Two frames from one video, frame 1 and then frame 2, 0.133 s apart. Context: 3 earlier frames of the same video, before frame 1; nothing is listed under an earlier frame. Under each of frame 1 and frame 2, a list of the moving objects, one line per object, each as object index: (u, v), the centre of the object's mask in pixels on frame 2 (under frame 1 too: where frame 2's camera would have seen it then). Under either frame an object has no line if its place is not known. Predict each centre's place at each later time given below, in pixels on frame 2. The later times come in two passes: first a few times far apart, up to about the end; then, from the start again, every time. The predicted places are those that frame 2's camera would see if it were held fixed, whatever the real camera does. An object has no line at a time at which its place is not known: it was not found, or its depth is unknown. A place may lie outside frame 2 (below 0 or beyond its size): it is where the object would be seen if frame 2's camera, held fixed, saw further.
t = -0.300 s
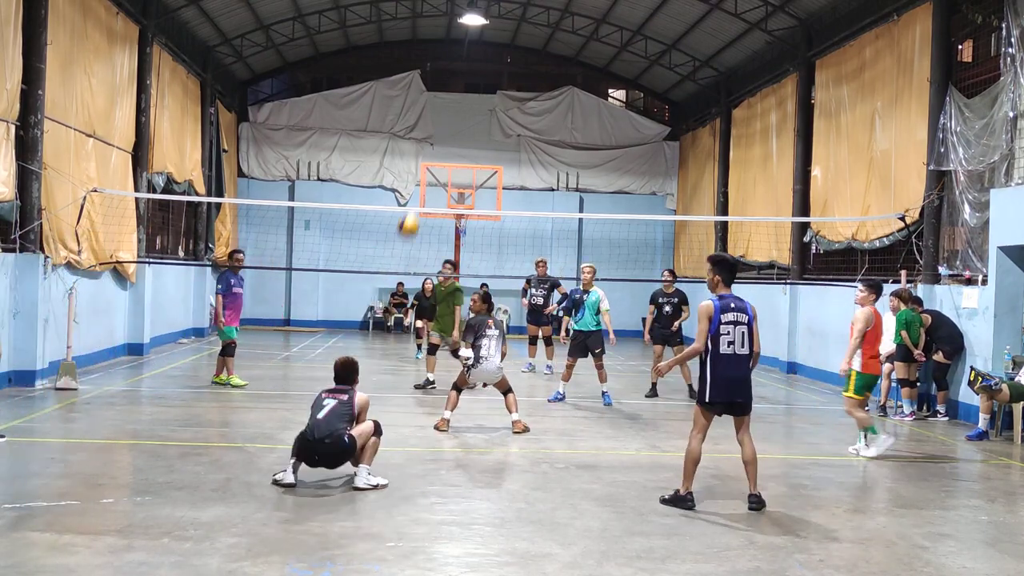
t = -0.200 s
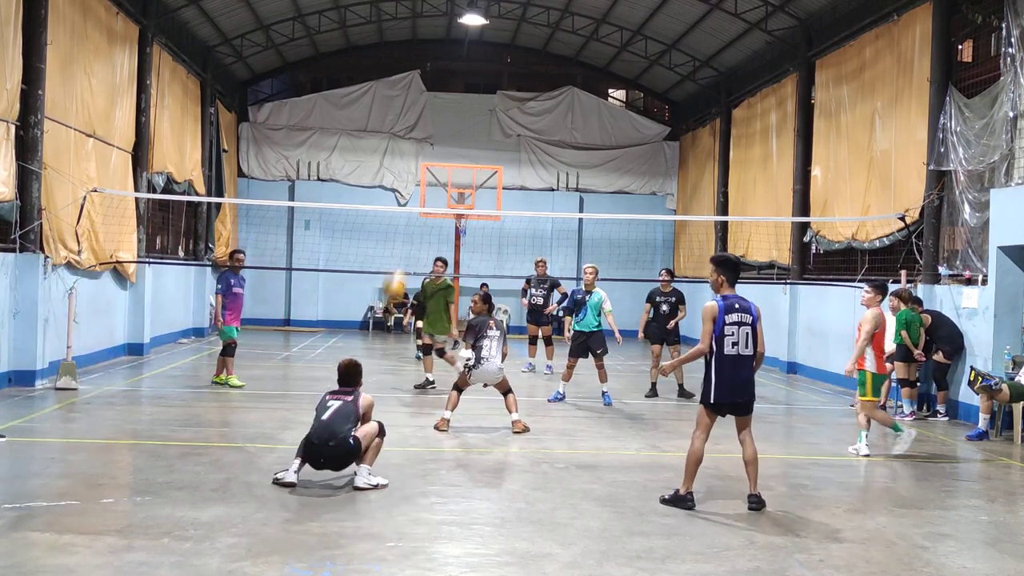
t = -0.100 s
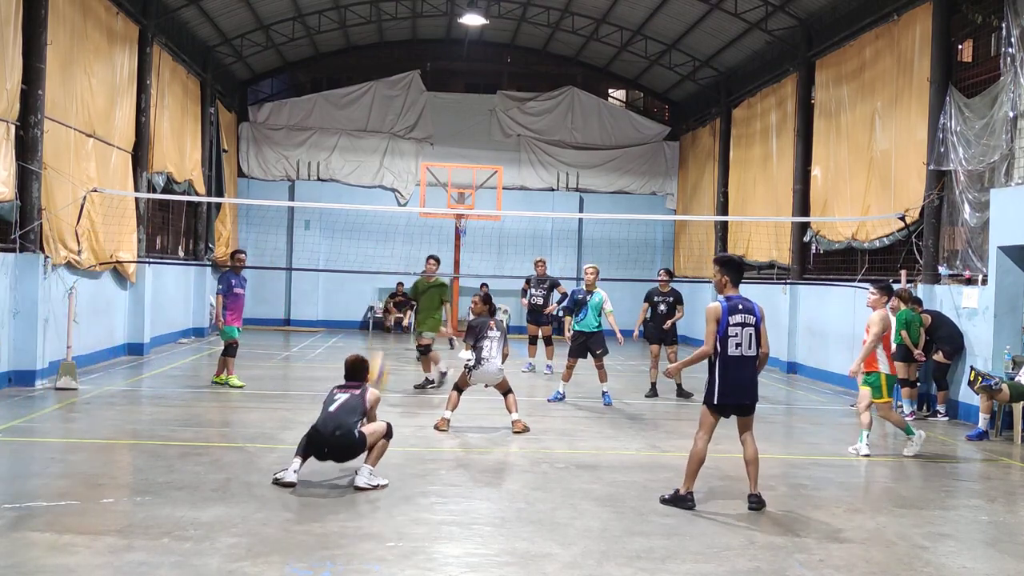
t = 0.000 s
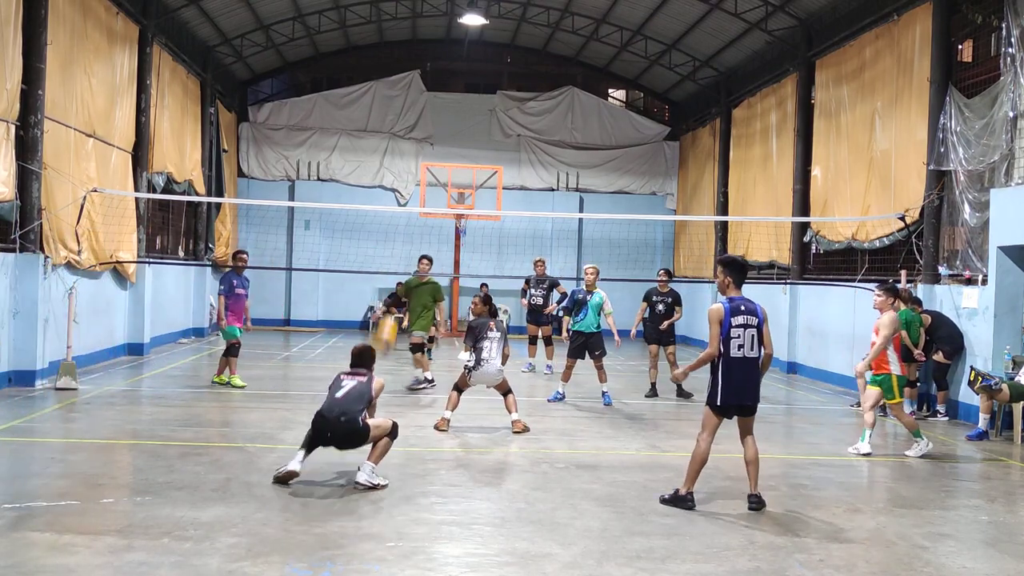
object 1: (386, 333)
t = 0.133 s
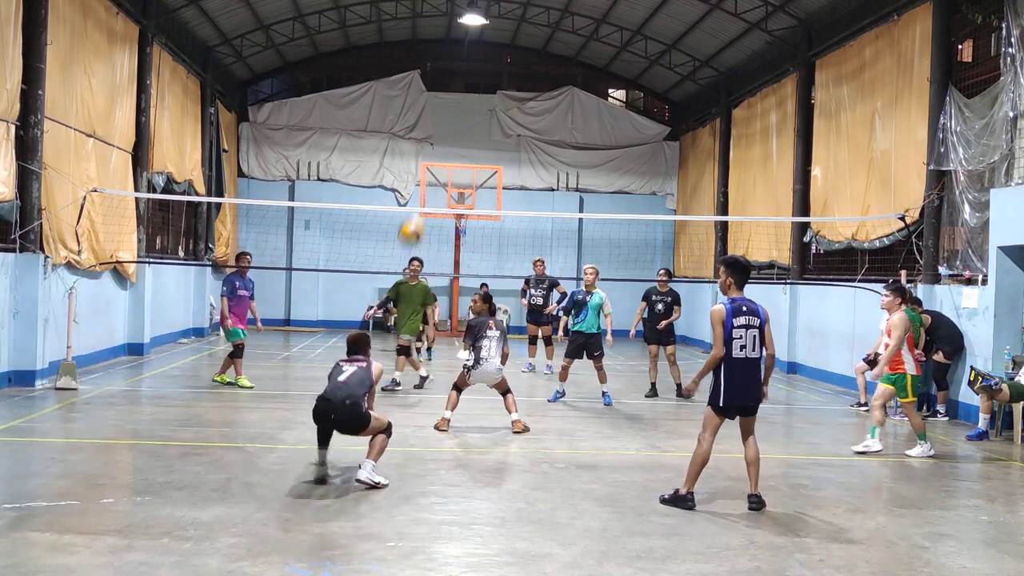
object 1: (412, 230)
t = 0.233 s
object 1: (429, 168)
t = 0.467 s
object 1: (465, 86)
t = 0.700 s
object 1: (492, 67)
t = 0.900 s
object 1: (513, 91)
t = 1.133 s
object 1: (531, 162)
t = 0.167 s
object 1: (418, 207)
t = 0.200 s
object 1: (424, 187)
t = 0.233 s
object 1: (429, 168)
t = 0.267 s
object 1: (435, 152)
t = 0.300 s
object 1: (440, 138)
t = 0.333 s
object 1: (445, 125)
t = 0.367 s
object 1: (451, 113)
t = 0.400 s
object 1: (455, 102)
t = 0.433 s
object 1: (460, 93)
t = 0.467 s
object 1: (465, 86)
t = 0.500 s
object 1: (469, 80)
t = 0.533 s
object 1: (473, 75)
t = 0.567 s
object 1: (477, 71)
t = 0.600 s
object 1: (481, 68)
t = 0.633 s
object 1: (485, 67)
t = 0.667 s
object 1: (489, 66)
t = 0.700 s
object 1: (492, 67)
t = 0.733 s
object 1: (496, 69)
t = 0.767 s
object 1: (499, 71)
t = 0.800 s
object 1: (503, 75)
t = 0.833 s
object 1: (506, 79)
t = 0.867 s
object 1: (509, 85)
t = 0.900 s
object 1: (513, 91)
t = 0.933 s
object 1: (516, 99)
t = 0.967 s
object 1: (518, 107)
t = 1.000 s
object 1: (521, 117)
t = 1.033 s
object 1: (524, 126)
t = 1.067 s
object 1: (527, 140)
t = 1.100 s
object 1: (528, 150)
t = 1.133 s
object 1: (531, 162)
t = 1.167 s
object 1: (533, 177)
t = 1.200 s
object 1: (535, 192)
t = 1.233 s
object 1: (537, 207)
